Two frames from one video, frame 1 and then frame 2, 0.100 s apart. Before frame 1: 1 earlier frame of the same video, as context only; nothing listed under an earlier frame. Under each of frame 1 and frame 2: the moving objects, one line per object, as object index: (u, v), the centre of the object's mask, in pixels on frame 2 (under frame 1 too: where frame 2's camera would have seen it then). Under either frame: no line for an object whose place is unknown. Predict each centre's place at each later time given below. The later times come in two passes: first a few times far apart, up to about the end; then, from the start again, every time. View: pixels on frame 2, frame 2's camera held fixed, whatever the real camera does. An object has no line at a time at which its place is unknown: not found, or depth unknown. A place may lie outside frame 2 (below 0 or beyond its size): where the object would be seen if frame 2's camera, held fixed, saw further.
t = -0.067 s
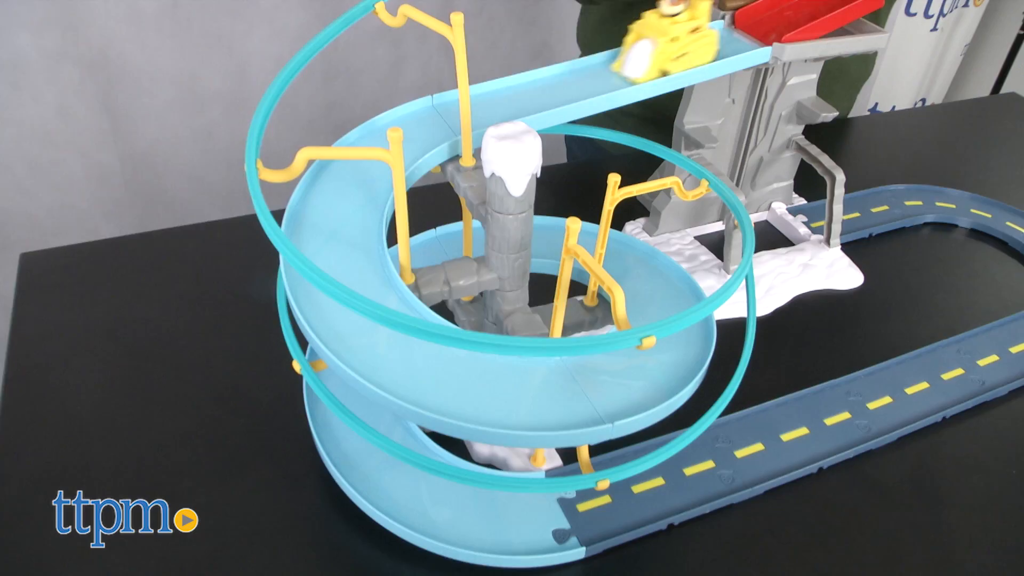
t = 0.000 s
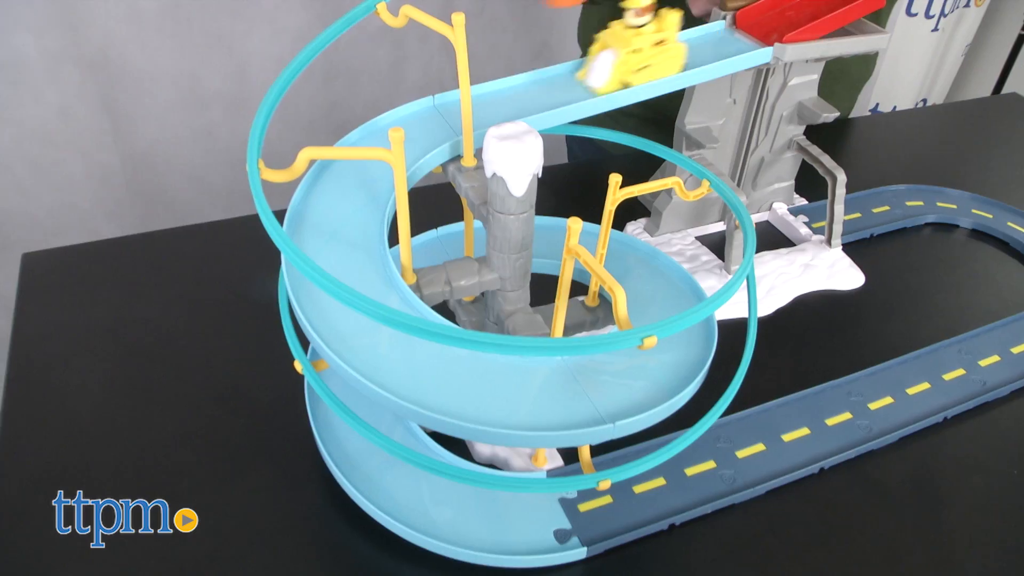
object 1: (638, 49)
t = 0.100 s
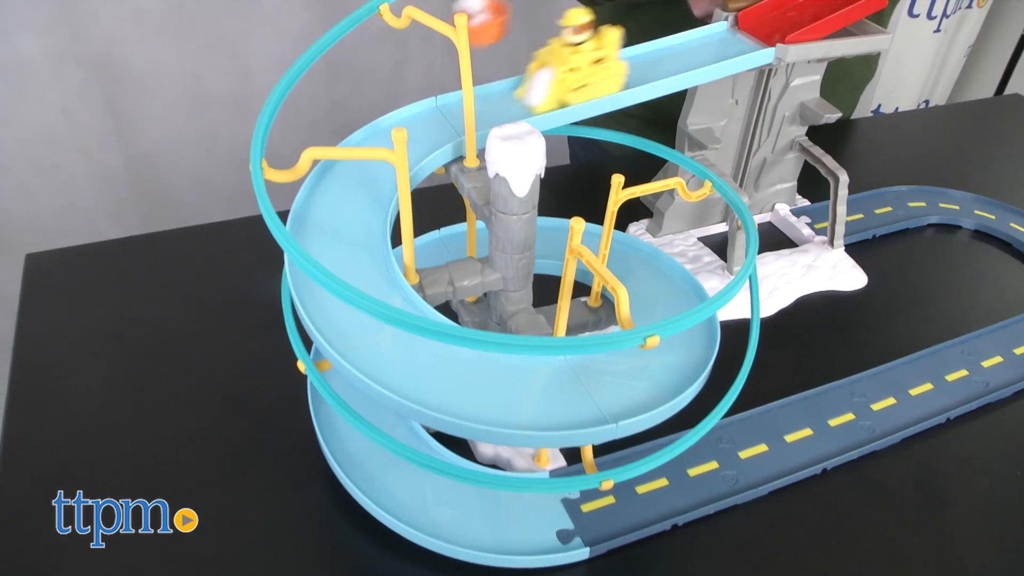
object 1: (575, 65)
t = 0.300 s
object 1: (411, 107)
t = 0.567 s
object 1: (344, 281)
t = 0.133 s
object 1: (551, 71)
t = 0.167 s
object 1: (527, 77)
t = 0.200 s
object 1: (509, 80)
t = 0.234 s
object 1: (473, 93)
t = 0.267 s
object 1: (438, 100)
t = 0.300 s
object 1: (411, 107)
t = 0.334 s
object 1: (384, 124)
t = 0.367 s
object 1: (359, 141)
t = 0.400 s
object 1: (343, 162)
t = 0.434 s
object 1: (334, 188)
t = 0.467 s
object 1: (331, 214)
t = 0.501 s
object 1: (330, 224)
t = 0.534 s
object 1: (332, 235)
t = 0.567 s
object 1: (344, 281)
